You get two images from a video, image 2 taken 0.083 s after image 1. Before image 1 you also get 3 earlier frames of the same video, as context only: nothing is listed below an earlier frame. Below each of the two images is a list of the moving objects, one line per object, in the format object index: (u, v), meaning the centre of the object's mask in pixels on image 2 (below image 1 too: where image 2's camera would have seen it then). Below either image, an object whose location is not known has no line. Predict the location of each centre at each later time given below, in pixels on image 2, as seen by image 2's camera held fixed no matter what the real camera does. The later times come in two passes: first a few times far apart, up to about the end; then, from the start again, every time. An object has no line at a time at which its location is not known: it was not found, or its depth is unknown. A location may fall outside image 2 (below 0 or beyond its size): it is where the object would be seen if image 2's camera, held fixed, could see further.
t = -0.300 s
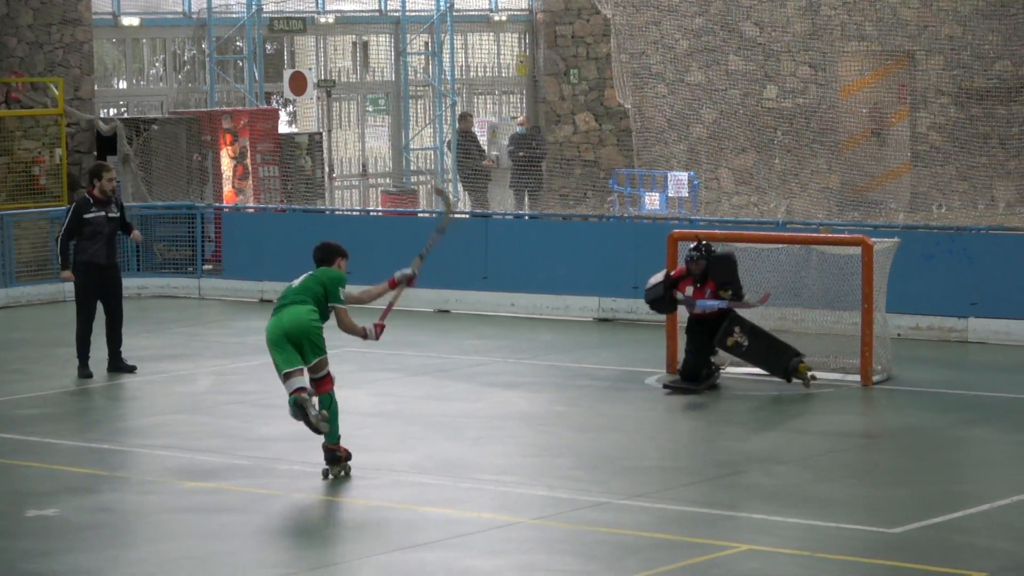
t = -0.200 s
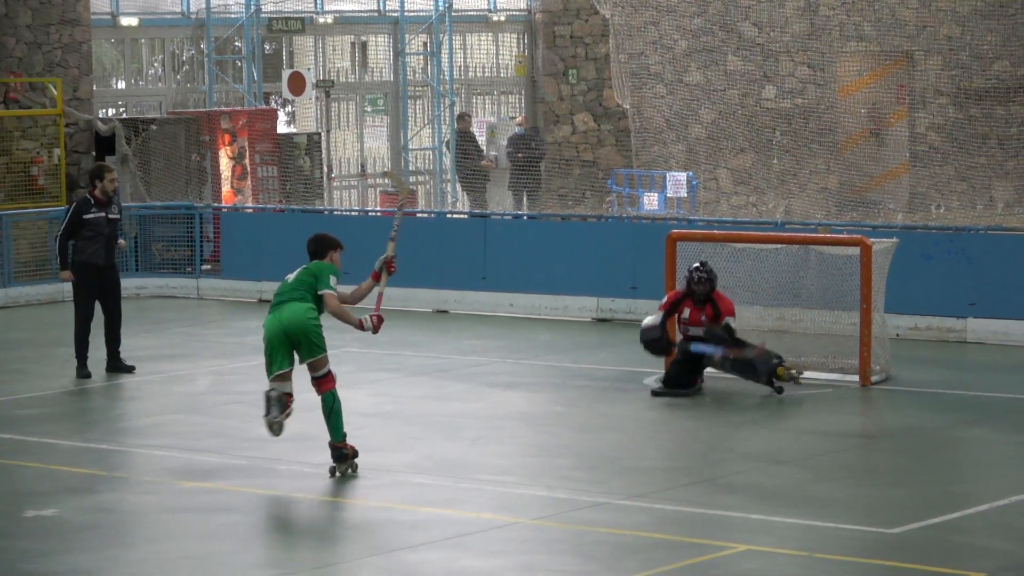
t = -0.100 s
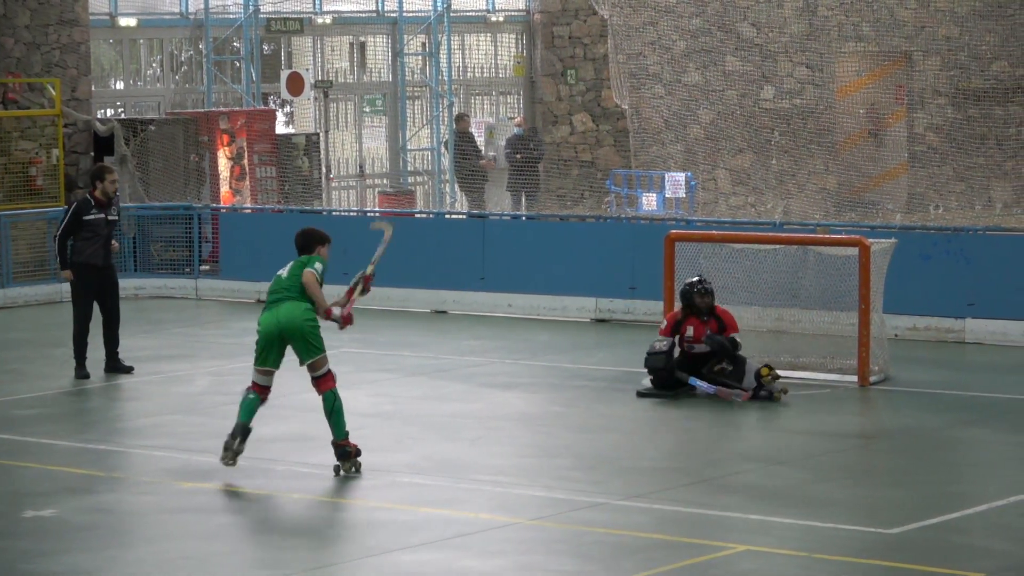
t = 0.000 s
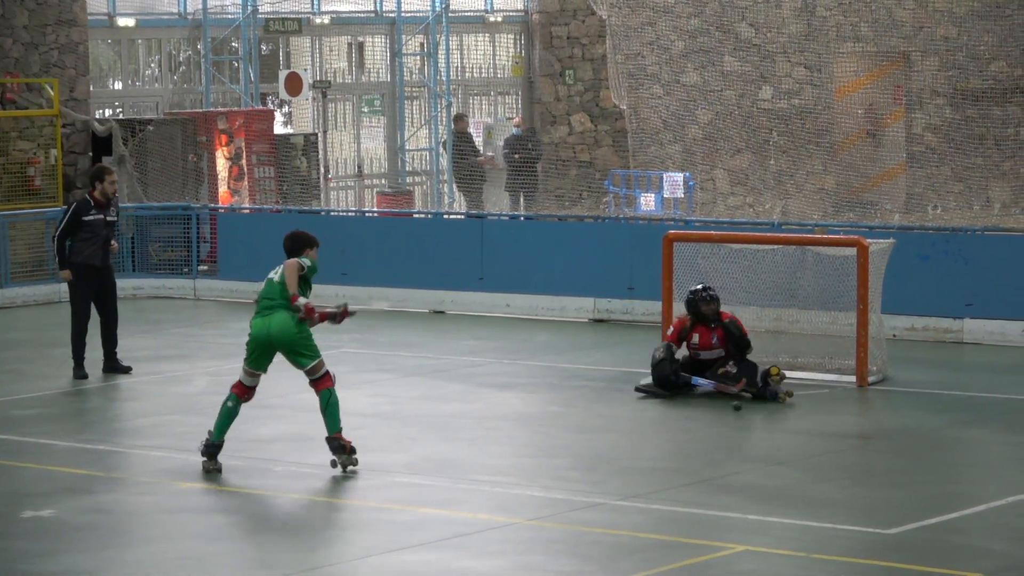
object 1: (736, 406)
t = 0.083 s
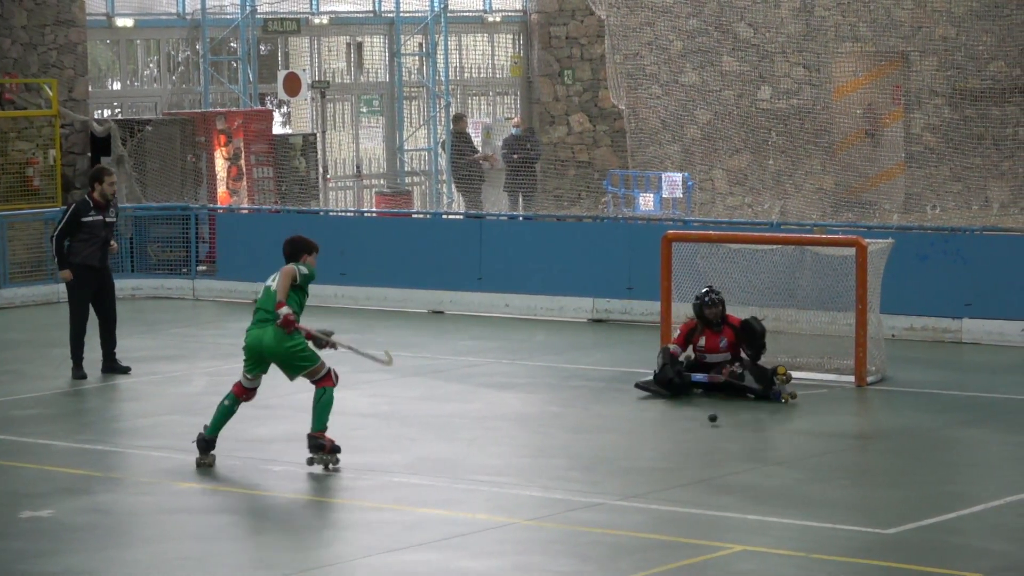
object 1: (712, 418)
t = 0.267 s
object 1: (664, 437)
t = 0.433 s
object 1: (614, 455)
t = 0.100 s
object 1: (710, 419)
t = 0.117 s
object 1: (705, 421)
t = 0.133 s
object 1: (700, 424)
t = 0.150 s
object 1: (697, 426)
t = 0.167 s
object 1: (692, 428)
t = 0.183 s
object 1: (686, 429)
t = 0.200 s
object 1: (684, 430)
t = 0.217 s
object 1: (678, 433)
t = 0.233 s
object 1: (672, 434)
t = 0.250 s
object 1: (670, 435)
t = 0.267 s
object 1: (664, 437)
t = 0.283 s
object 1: (658, 439)
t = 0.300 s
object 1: (655, 440)
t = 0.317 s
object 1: (650, 442)
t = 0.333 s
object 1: (644, 444)
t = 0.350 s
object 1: (641, 445)
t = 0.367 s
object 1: (635, 448)
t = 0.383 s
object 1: (629, 450)
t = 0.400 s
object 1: (626, 451)
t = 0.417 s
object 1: (619, 453)
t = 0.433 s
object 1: (614, 455)
